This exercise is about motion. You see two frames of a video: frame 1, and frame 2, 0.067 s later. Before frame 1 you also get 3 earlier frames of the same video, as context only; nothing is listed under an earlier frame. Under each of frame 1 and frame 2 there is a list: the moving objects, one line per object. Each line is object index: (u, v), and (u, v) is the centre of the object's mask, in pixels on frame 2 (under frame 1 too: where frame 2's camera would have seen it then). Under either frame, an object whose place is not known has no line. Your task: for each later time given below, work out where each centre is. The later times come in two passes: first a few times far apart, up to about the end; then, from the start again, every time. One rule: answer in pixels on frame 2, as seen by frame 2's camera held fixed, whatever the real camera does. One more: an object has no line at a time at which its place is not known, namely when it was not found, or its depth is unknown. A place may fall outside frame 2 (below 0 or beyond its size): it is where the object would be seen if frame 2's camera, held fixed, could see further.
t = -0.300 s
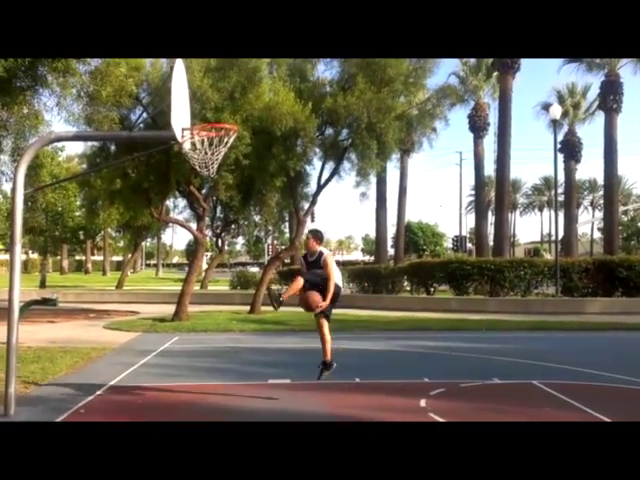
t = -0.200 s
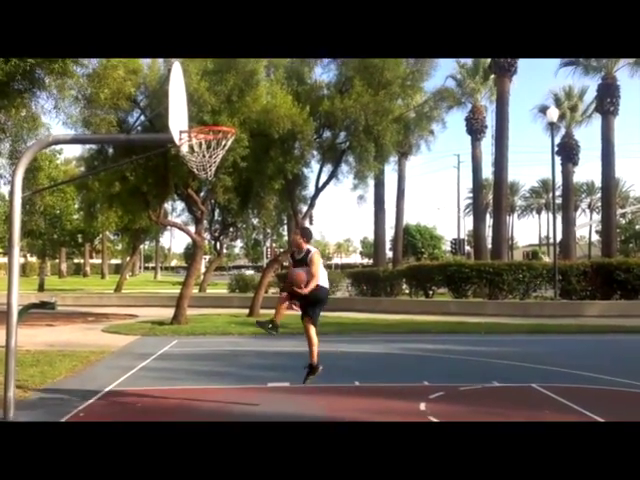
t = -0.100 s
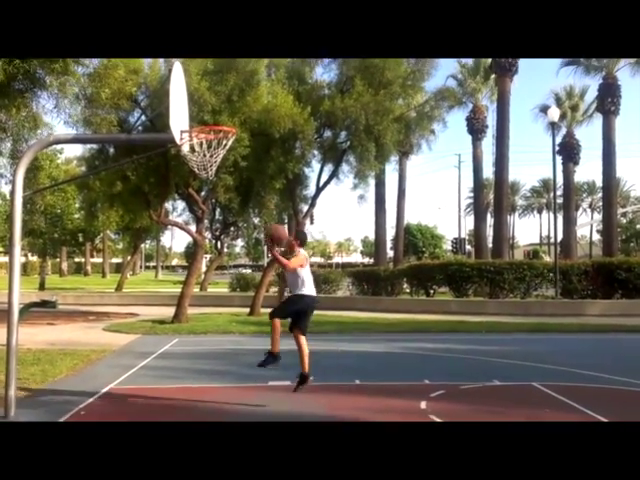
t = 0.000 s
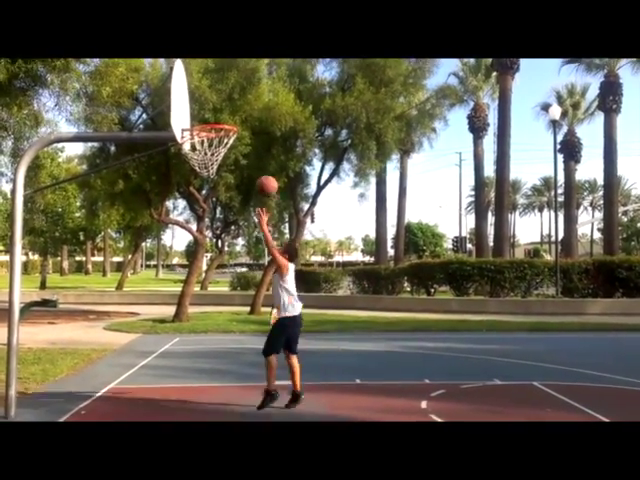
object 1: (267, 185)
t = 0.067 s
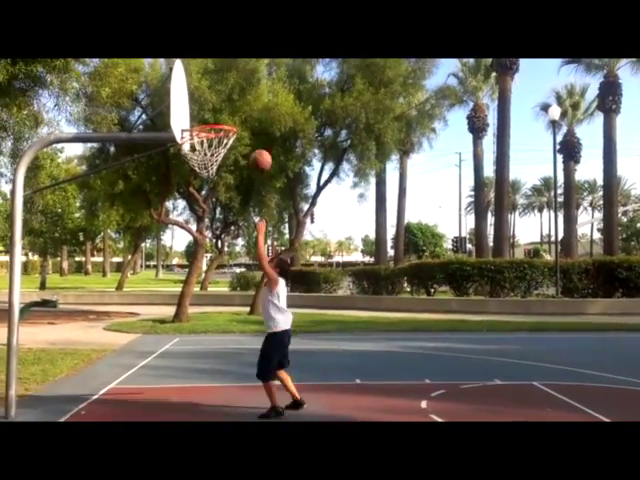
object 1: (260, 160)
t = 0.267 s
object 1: (243, 107)
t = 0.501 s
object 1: (223, 90)
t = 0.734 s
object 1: (204, 120)
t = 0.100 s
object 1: (258, 148)
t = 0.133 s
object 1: (256, 137)
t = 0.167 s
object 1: (252, 128)
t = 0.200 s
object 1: (249, 121)
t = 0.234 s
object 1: (245, 113)
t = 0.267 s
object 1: (243, 107)
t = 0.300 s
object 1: (240, 102)
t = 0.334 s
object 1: (238, 96)
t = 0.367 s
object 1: (235, 93)
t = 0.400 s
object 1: (231, 92)
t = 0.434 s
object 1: (228, 90)
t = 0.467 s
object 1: (225, 90)
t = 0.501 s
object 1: (223, 90)
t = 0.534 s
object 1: (220, 93)
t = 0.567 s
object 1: (218, 95)
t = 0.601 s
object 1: (215, 99)
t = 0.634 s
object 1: (213, 104)
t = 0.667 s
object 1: (210, 110)
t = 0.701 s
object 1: (207, 116)
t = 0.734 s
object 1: (204, 120)
